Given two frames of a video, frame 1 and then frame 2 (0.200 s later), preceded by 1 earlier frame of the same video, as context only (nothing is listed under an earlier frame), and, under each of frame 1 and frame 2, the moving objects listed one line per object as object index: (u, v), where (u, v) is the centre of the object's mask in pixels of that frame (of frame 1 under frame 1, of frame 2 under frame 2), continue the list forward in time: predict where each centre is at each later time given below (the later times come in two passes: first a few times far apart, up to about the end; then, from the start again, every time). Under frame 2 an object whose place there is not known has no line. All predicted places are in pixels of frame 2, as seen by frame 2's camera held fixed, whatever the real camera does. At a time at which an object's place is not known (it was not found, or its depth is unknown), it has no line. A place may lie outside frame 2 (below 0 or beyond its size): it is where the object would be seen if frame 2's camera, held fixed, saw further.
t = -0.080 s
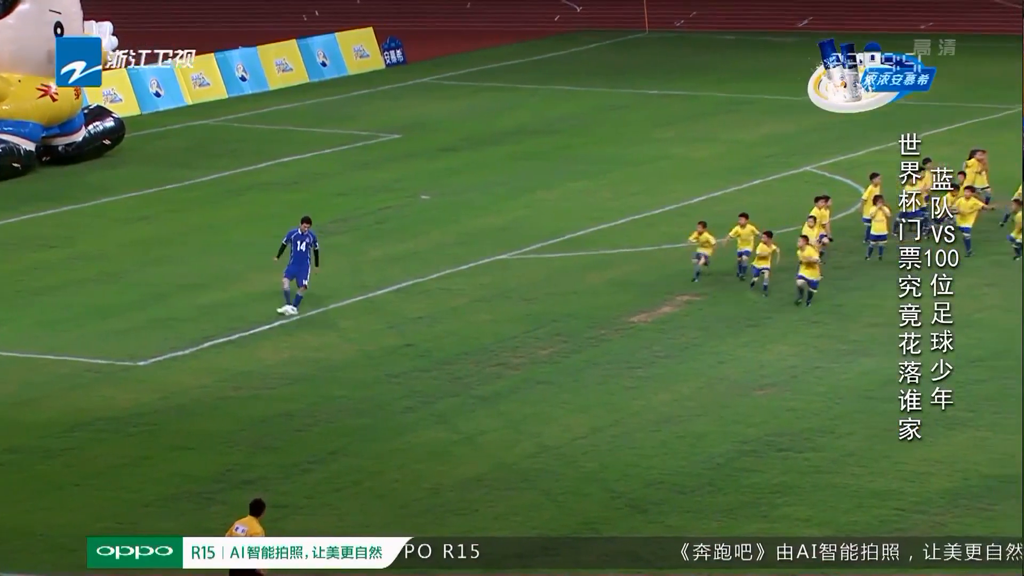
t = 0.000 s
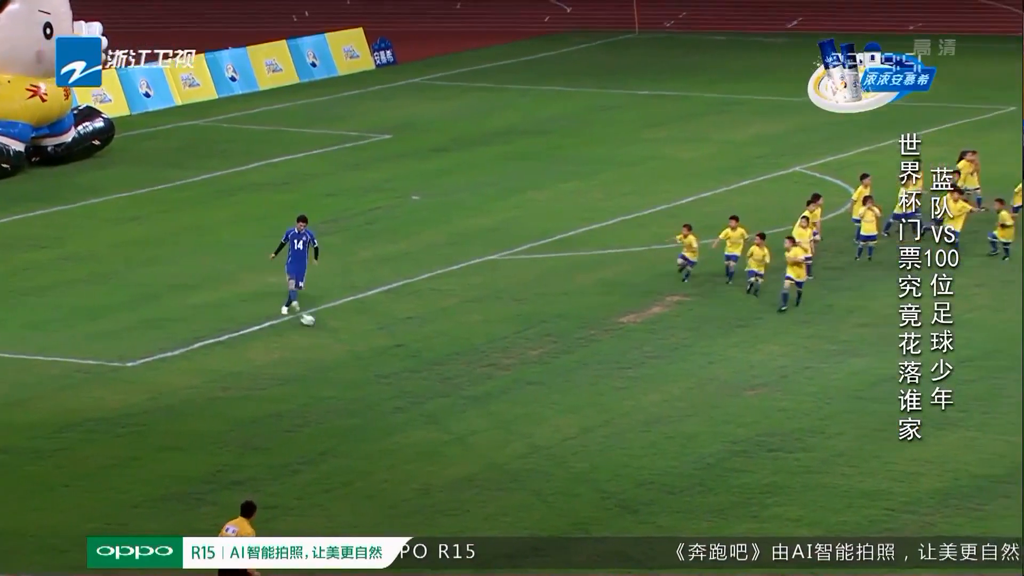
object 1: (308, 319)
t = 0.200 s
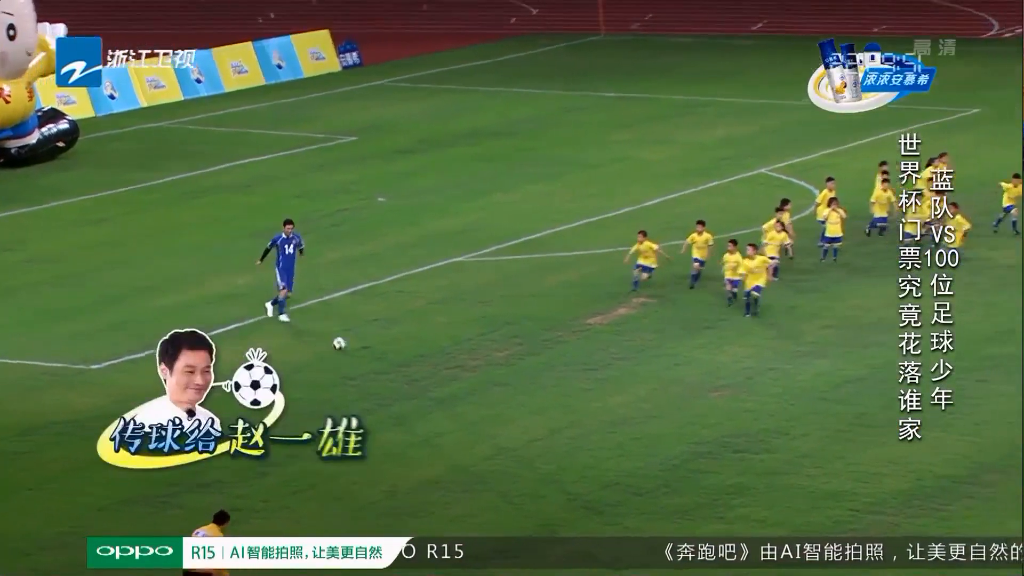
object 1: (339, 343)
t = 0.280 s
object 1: (364, 351)
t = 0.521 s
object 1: (434, 374)
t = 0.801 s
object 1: (508, 402)
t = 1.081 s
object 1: (574, 422)
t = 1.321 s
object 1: (628, 437)
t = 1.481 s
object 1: (660, 444)
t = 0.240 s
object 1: (351, 347)
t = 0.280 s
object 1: (364, 351)
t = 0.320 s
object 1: (376, 355)
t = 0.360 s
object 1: (388, 360)
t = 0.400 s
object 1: (400, 365)
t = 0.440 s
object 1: (412, 368)
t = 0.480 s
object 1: (423, 371)
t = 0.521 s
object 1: (434, 374)
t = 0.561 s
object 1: (445, 379)
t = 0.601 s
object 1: (456, 384)
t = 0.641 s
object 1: (467, 387)
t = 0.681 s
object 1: (477, 390)
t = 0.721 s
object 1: (487, 393)
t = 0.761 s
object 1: (498, 397)
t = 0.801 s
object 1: (508, 402)
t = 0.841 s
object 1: (518, 405)
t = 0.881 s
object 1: (528, 407)
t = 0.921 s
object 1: (537, 410)
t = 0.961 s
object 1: (547, 413)
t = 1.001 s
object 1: (556, 416)
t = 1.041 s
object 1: (565, 419)
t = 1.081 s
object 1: (574, 422)
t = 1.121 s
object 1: (584, 424)
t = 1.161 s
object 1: (592, 426)
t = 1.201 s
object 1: (601, 428)
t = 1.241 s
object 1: (611, 430)
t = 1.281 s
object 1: (619, 434)
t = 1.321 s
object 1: (628, 437)
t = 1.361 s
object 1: (636, 438)
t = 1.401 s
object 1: (644, 439)
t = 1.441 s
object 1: (652, 441)
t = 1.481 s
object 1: (660, 444)
